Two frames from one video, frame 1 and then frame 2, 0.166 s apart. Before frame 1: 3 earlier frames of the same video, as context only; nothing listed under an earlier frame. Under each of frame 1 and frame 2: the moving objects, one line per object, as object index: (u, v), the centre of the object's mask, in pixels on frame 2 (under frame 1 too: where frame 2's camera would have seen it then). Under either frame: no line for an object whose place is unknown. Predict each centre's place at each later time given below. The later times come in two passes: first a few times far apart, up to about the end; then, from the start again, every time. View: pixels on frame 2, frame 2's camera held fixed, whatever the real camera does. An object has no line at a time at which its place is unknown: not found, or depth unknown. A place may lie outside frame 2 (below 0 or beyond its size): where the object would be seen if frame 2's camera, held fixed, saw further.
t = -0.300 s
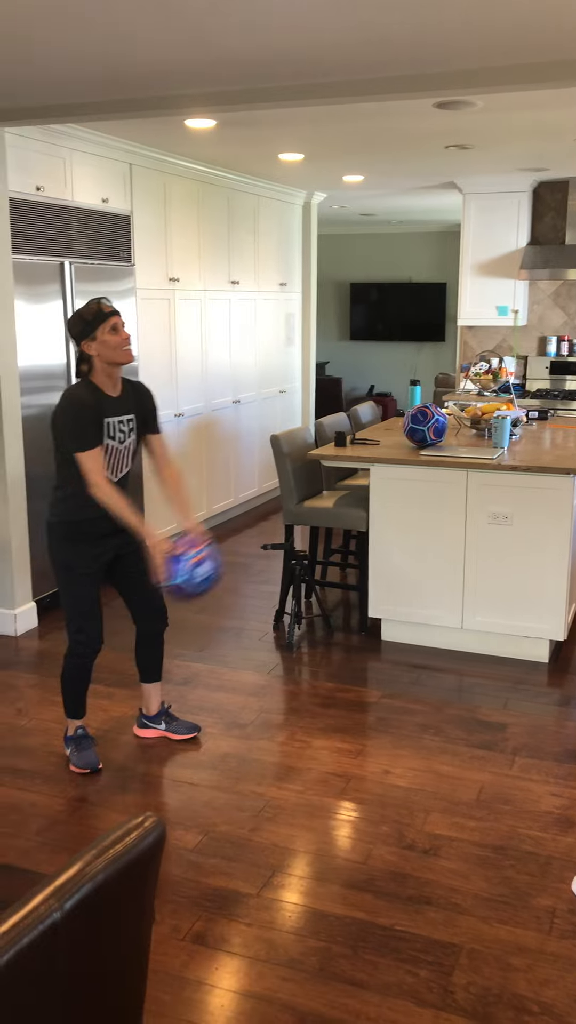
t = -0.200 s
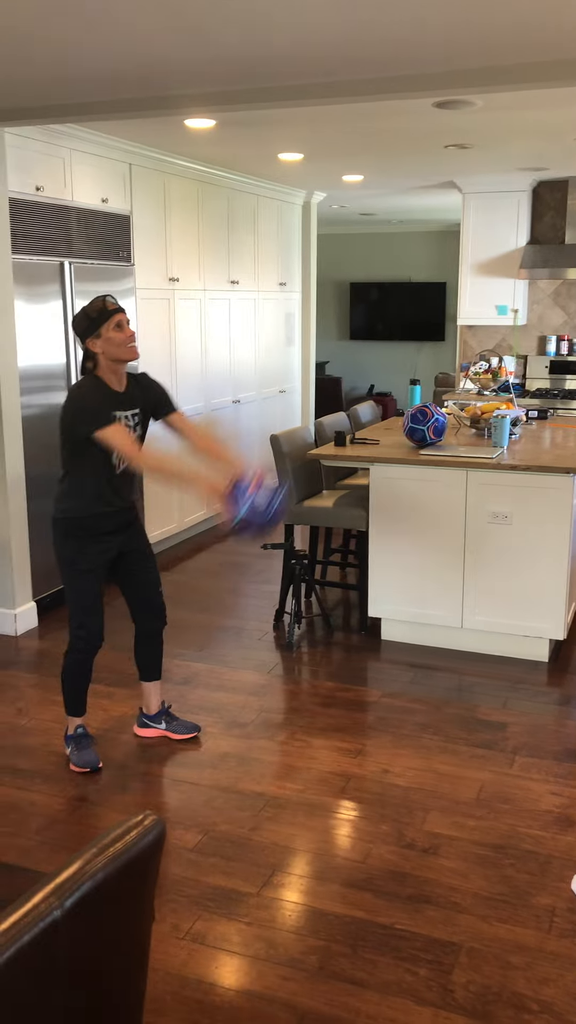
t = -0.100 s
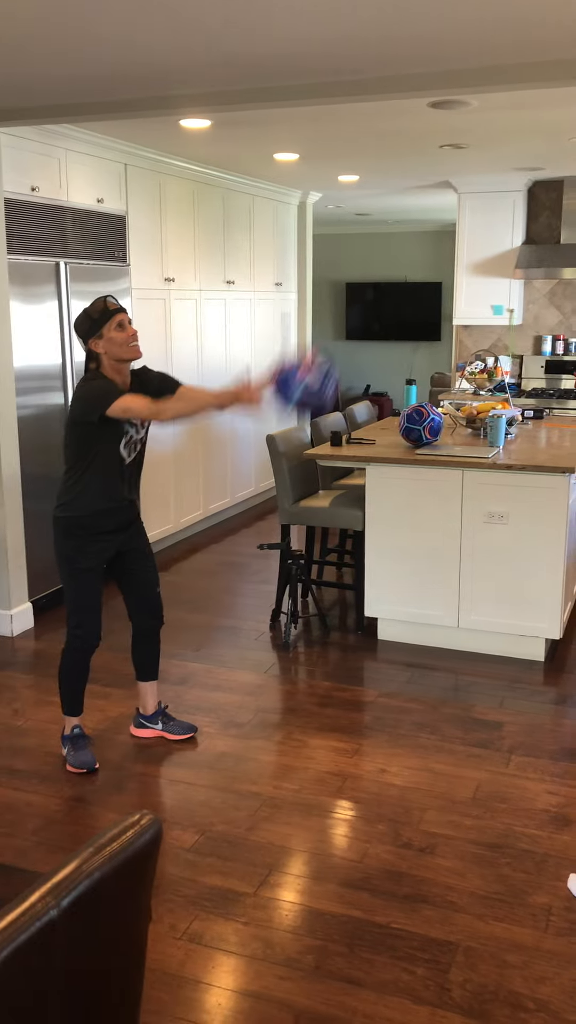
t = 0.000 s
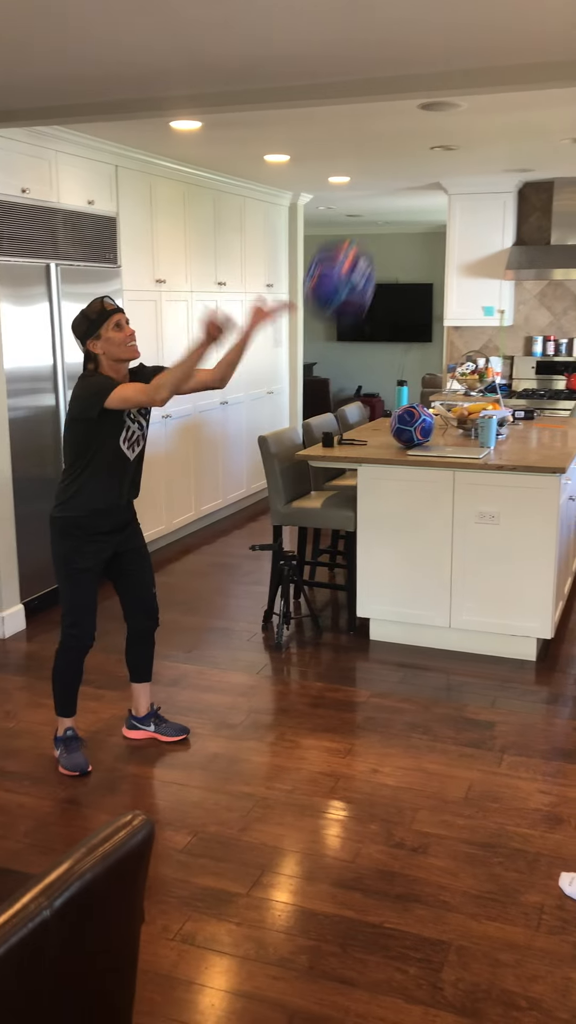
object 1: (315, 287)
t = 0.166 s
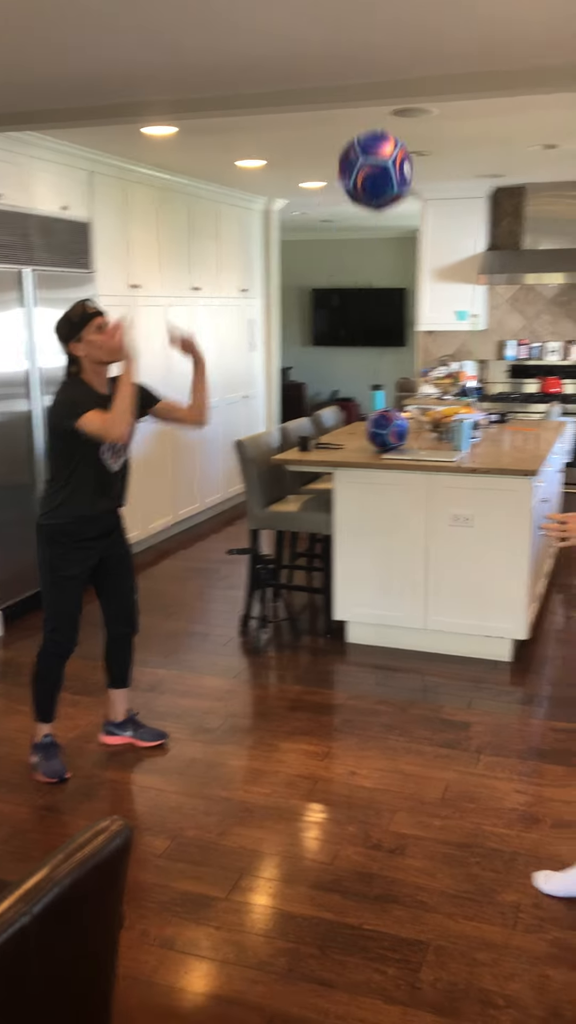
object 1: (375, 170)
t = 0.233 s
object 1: (398, 146)
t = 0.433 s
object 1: (457, 144)
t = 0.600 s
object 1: (495, 224)
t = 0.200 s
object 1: (387, 156)
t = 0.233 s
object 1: (398, 146)
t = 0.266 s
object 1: (408, 137)
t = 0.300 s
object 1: (419, 132)
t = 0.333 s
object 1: (429, 131)
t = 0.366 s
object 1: (439, 132)
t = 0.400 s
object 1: (448, 137)
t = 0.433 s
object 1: (457, 144)
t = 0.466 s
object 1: (466, 153)
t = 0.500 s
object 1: (475, 167)
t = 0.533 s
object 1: (482, 182)
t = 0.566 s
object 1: (489, 201)
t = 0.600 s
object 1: (495, 224)
